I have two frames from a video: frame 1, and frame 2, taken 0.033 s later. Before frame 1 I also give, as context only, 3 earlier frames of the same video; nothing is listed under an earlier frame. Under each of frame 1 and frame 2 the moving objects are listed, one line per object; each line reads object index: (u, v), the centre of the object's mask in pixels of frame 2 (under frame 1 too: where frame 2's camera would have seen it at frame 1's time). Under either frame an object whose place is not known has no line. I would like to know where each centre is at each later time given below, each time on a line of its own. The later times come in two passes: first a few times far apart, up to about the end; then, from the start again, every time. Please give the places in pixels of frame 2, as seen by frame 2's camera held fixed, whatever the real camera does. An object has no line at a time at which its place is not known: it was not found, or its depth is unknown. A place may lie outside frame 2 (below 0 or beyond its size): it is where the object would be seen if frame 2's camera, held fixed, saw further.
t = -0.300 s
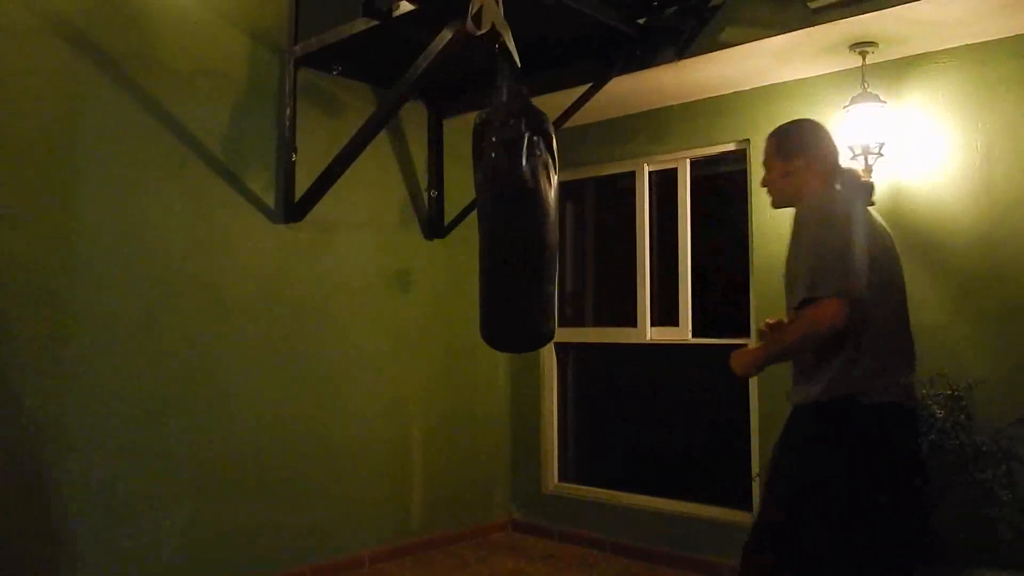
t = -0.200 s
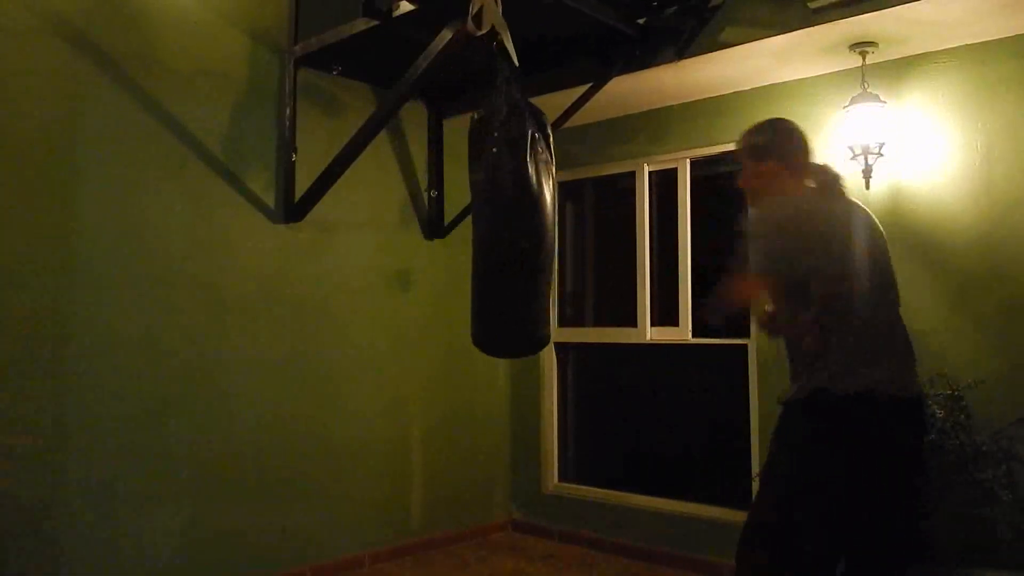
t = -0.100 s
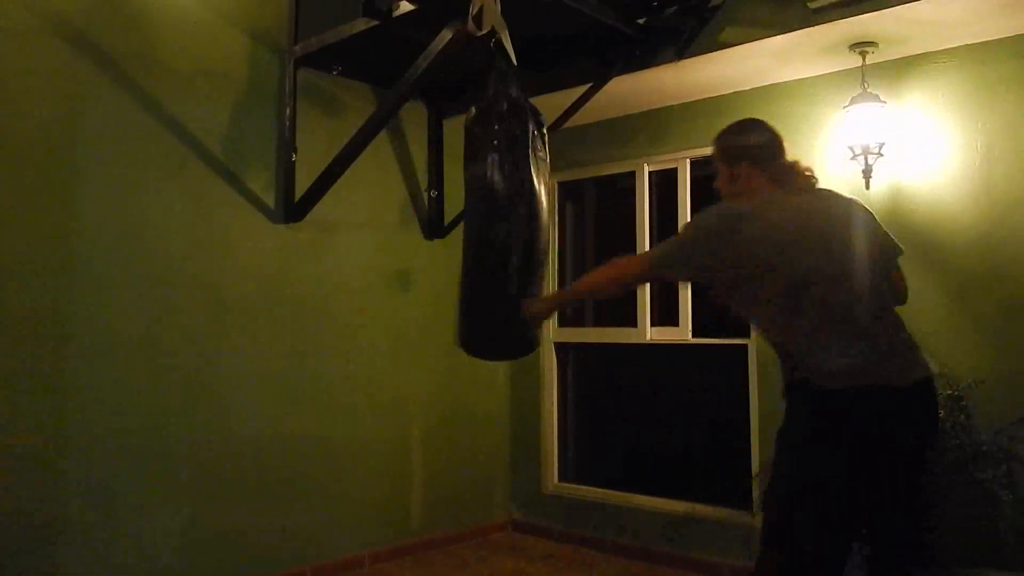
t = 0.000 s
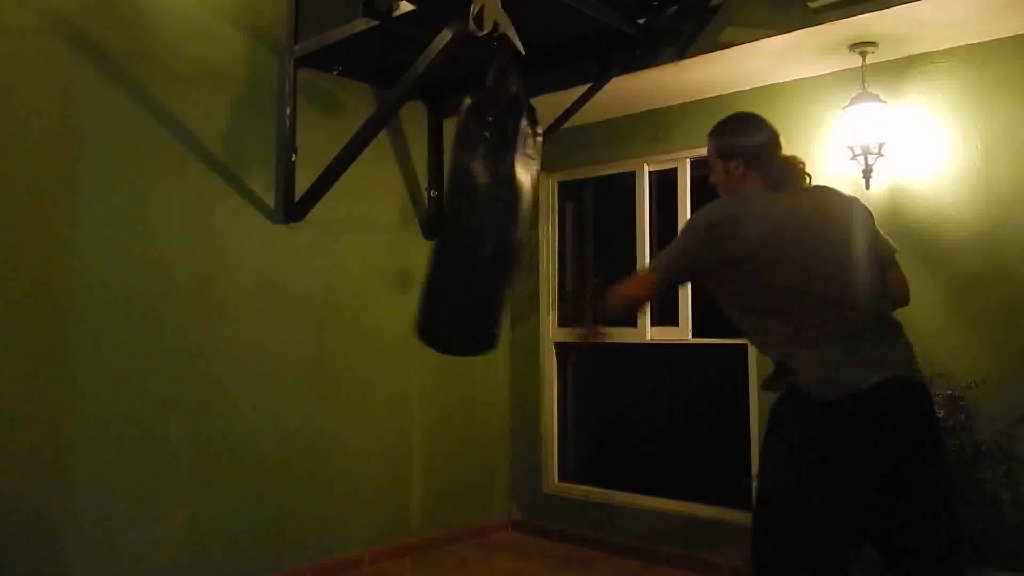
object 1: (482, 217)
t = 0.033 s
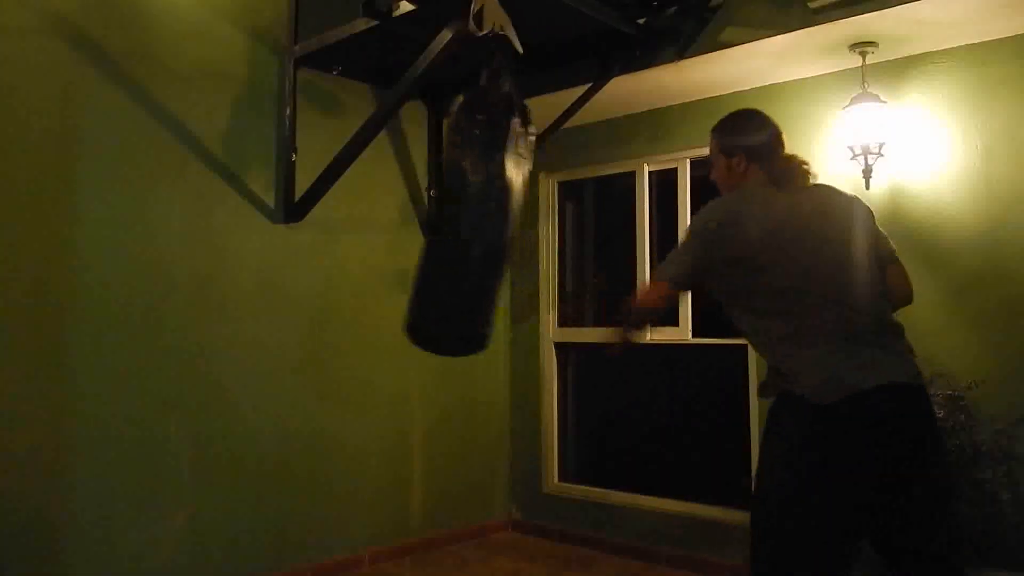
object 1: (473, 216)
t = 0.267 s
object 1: (422, 210)
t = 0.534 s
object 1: (415, 207)
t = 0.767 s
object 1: (456, 215)
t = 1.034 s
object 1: (524, 224)
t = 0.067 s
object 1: (463, 218)
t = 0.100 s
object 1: (454, 219)
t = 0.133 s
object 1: (445, 219)
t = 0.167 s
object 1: (439, 215)
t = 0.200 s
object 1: (433, 213)
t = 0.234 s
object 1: (427, 211)
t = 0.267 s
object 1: (422, 210)
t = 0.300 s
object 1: (417, 207)
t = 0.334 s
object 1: (414, 205)
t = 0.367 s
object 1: (411, 204)
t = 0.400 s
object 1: (409, 206)
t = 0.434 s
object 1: (409, 206)
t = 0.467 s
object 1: (410, 206)
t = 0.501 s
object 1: (412, 207)
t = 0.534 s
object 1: (415, 207)
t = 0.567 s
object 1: (418, 209)
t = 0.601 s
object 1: (423, 210)
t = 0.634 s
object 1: (428, 213)
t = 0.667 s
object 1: (434, 215)
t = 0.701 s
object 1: (441, 216)
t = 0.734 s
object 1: (448, 214)
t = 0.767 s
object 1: (456, 215)
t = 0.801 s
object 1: (463, 218)
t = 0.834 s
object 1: (470, 217)
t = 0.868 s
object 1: (481, 223)
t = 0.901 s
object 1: (490, 224)
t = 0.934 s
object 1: (499, 224)
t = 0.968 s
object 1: (507, 225)
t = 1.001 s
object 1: (516, 224)
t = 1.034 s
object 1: (524, 224)
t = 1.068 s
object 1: (532, 222)
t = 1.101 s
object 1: (539, 222)
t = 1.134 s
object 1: (545, 220)
